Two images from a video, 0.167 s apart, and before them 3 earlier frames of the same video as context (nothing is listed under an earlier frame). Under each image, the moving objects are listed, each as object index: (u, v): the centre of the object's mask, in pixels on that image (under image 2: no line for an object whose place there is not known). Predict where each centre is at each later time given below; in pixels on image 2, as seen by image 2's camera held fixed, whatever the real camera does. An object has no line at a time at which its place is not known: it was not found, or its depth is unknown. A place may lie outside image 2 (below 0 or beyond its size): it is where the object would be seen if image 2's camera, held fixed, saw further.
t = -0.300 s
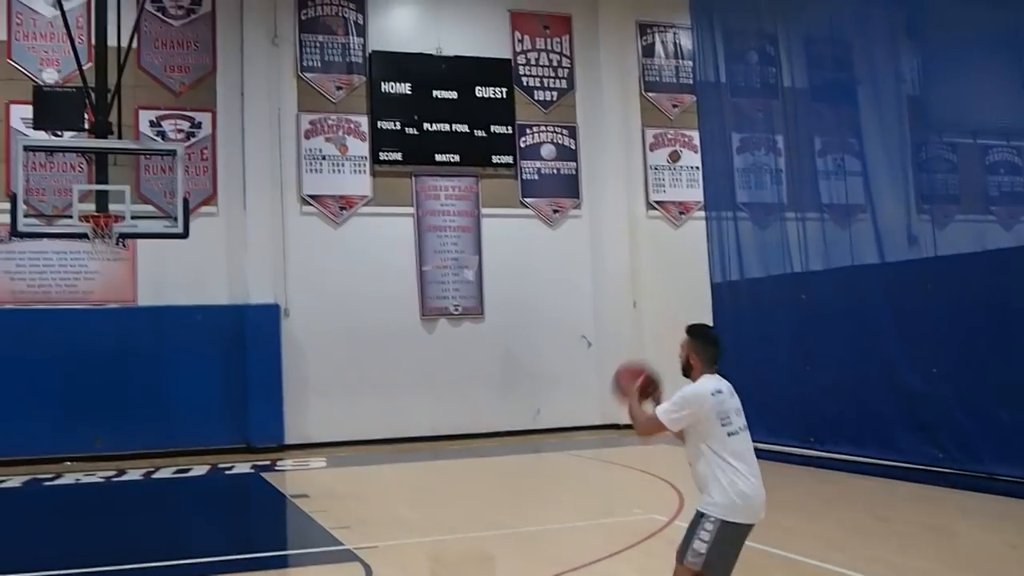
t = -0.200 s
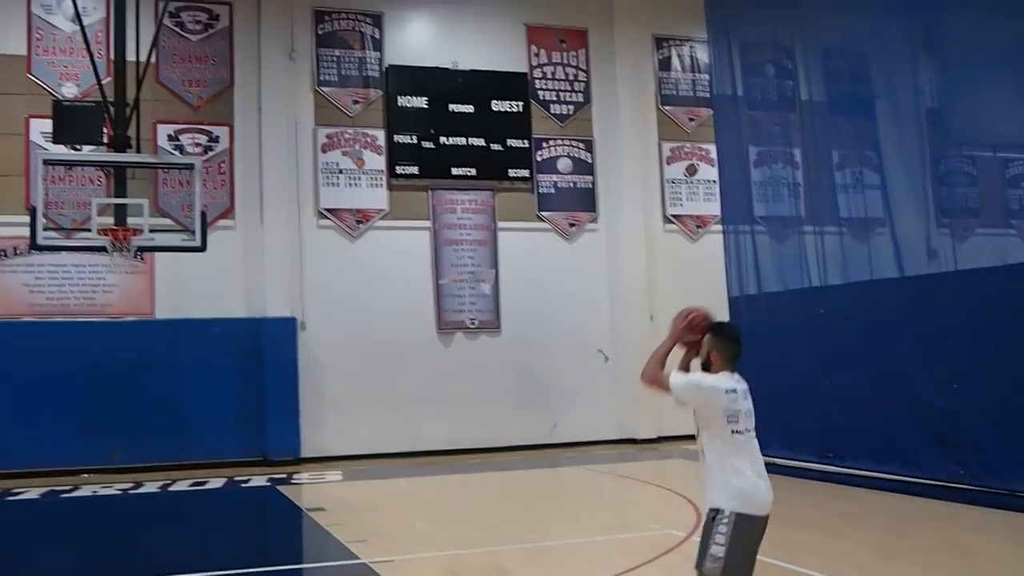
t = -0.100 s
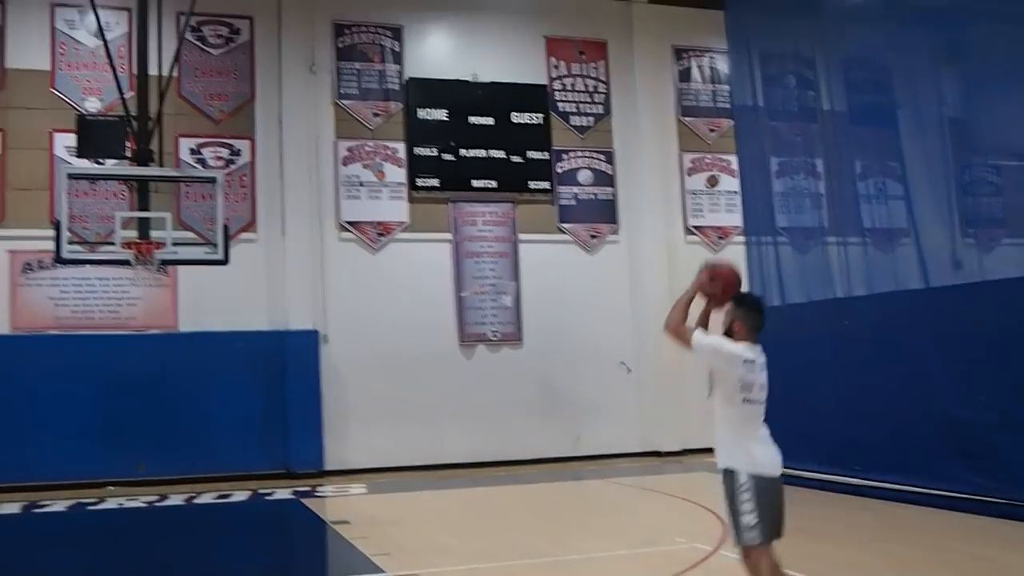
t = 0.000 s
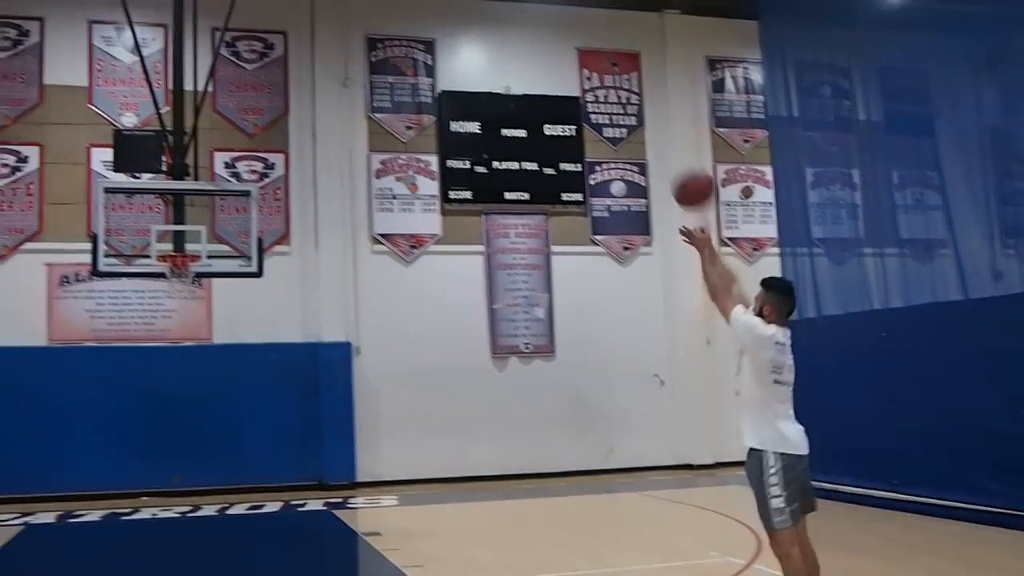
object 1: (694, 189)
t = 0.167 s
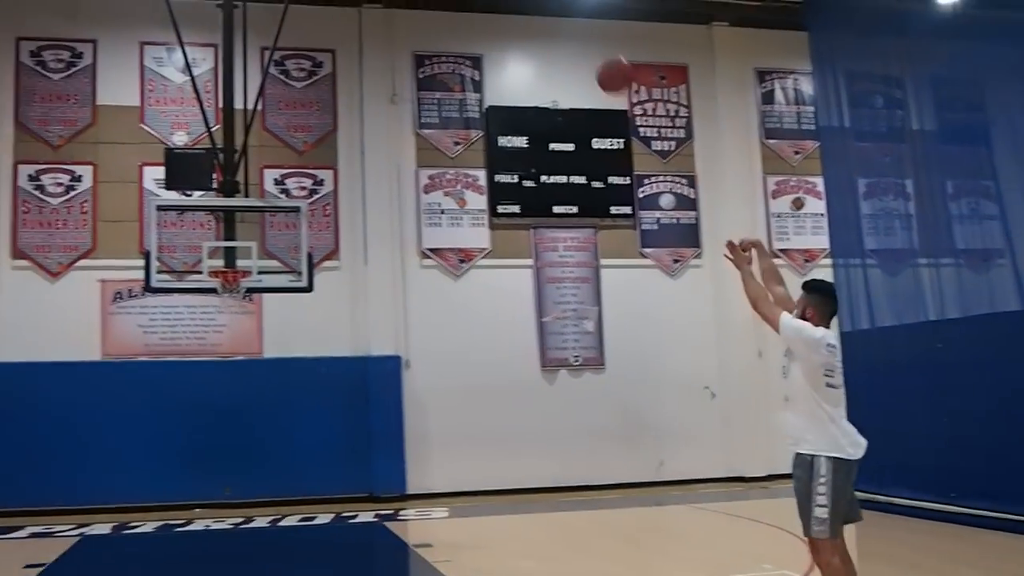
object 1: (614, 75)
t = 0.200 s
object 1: (592, 58)
